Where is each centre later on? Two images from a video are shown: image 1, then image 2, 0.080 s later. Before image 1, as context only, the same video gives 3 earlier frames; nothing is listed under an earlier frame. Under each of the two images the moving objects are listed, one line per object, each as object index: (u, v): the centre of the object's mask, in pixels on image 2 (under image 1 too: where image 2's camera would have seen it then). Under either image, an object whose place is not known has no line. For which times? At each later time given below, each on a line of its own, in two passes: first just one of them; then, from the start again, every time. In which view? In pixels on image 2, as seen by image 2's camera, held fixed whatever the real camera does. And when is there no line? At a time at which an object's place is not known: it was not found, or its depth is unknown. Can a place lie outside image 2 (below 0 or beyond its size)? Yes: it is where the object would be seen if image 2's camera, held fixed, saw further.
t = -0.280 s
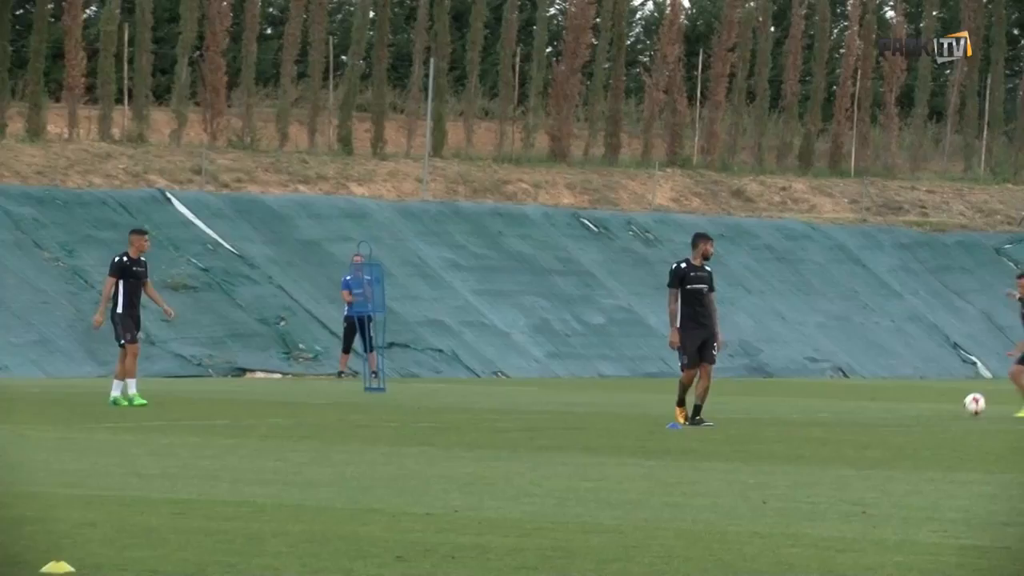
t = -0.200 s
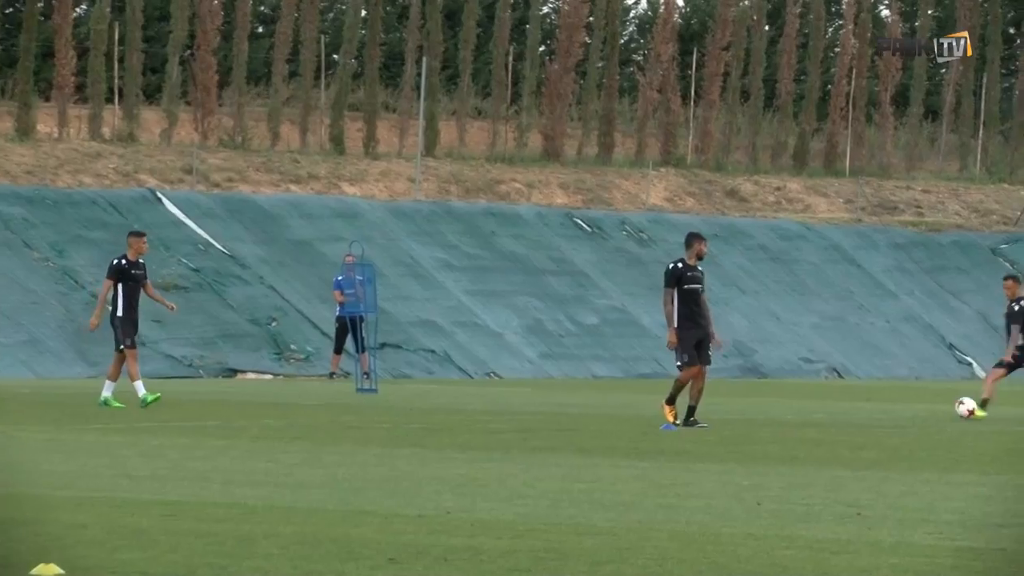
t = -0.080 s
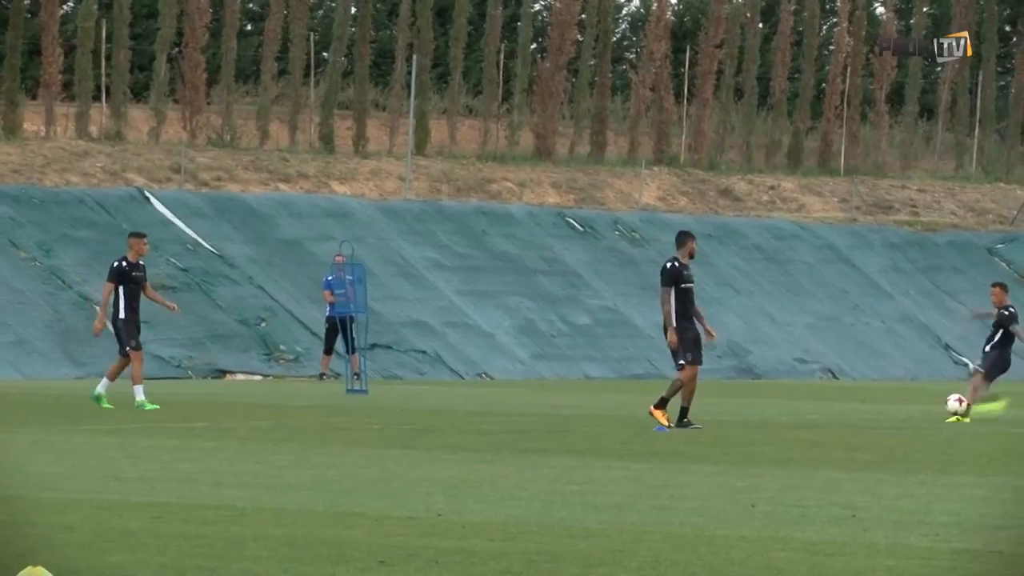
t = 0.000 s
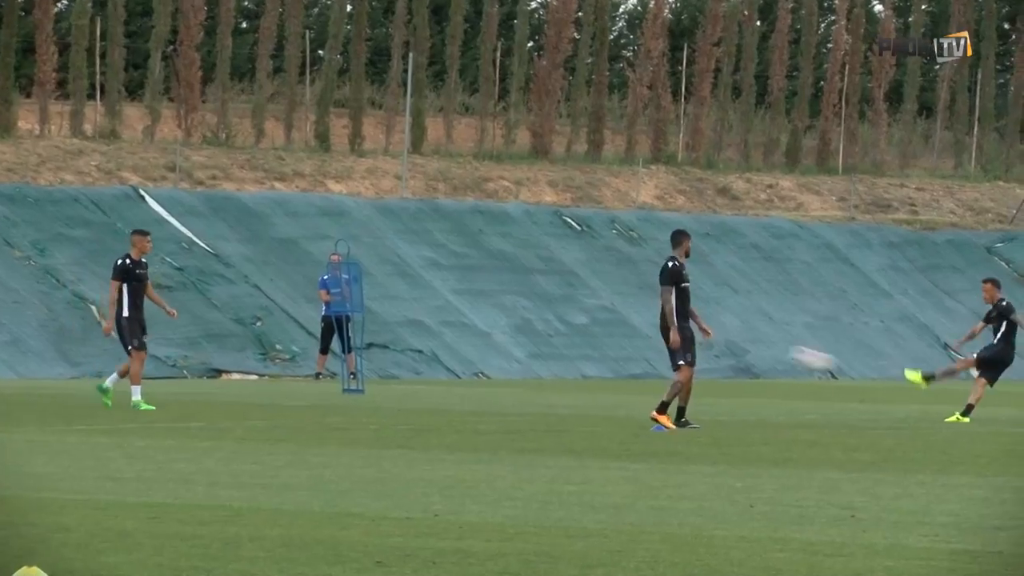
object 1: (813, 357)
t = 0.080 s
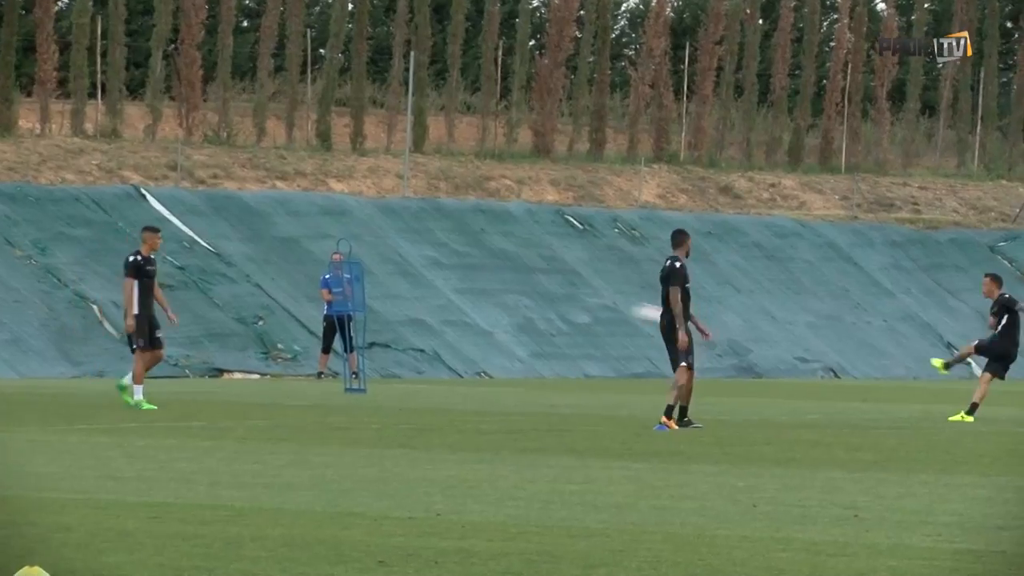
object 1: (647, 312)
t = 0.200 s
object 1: (436, 265)
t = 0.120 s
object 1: (578, 295)
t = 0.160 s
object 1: (506, 279)
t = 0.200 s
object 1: (436, 265)
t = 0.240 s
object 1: (371, 252)
